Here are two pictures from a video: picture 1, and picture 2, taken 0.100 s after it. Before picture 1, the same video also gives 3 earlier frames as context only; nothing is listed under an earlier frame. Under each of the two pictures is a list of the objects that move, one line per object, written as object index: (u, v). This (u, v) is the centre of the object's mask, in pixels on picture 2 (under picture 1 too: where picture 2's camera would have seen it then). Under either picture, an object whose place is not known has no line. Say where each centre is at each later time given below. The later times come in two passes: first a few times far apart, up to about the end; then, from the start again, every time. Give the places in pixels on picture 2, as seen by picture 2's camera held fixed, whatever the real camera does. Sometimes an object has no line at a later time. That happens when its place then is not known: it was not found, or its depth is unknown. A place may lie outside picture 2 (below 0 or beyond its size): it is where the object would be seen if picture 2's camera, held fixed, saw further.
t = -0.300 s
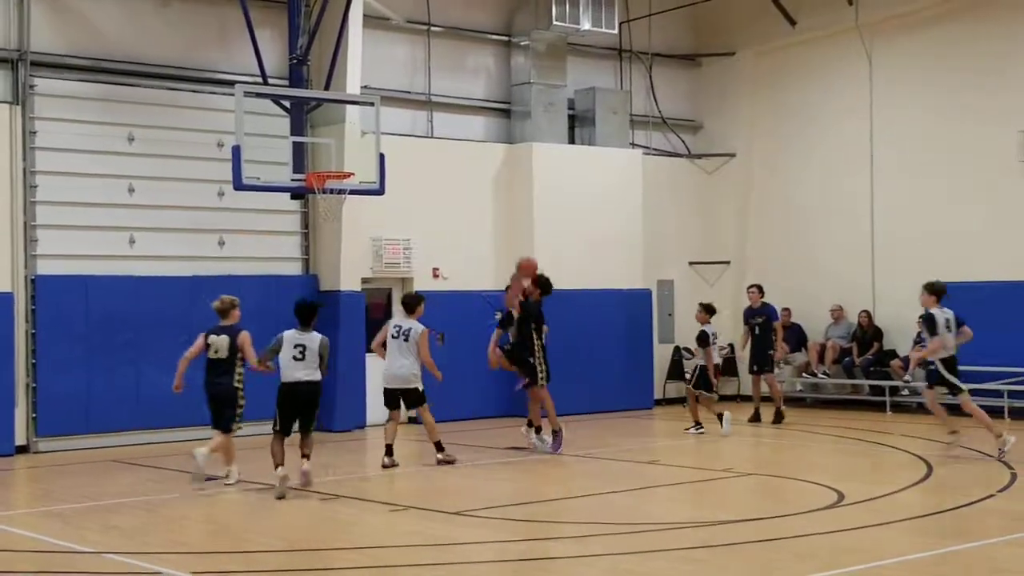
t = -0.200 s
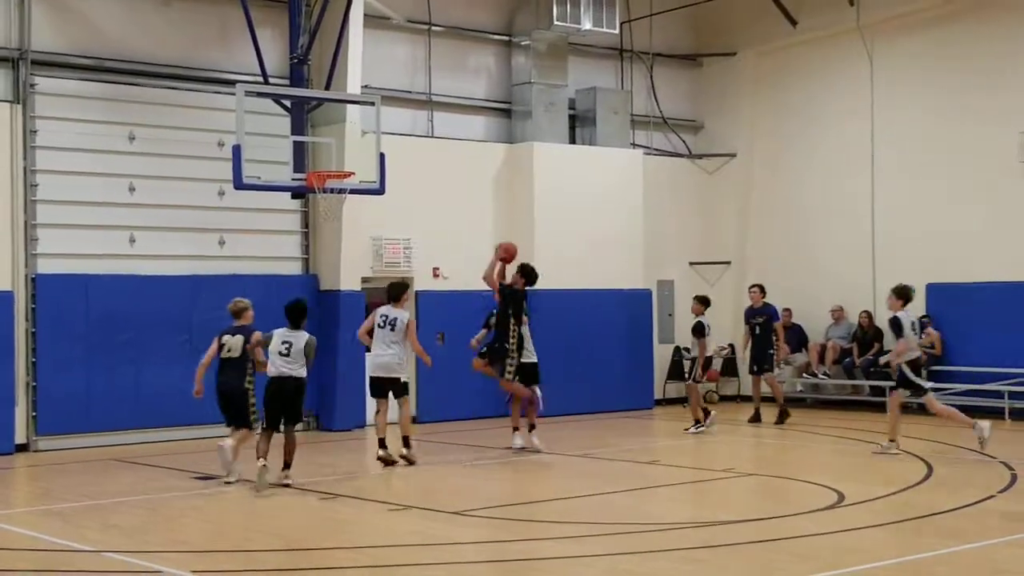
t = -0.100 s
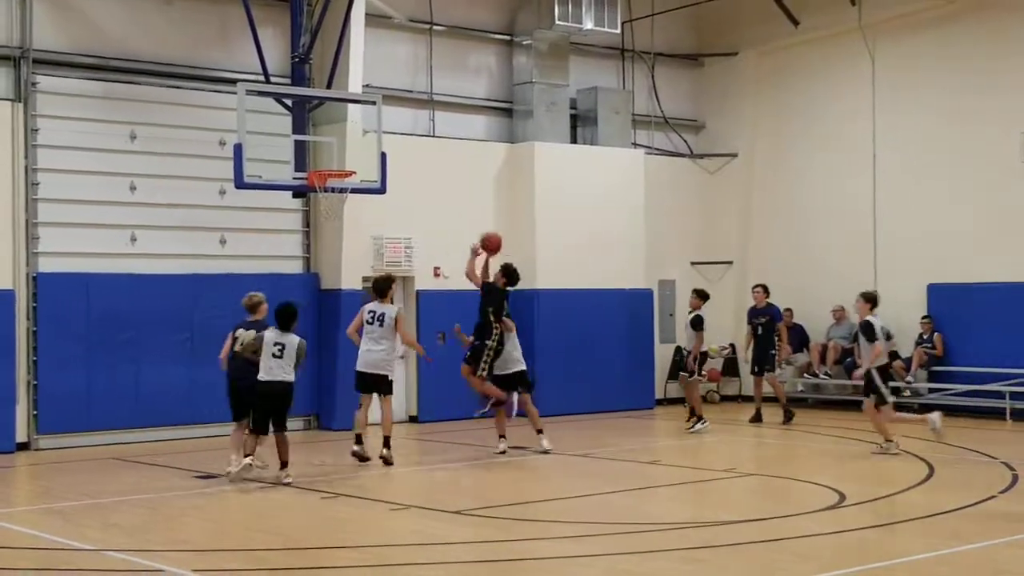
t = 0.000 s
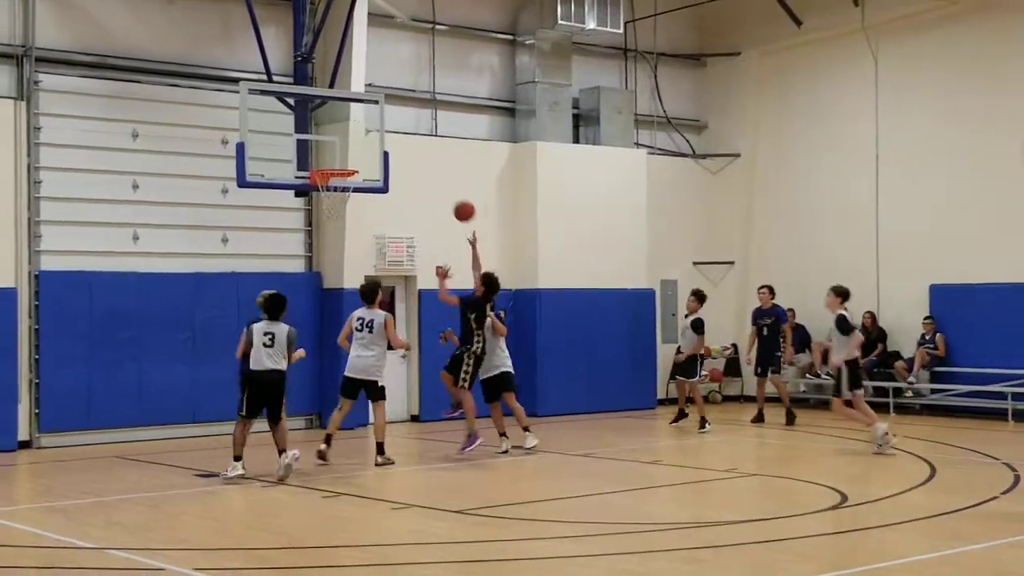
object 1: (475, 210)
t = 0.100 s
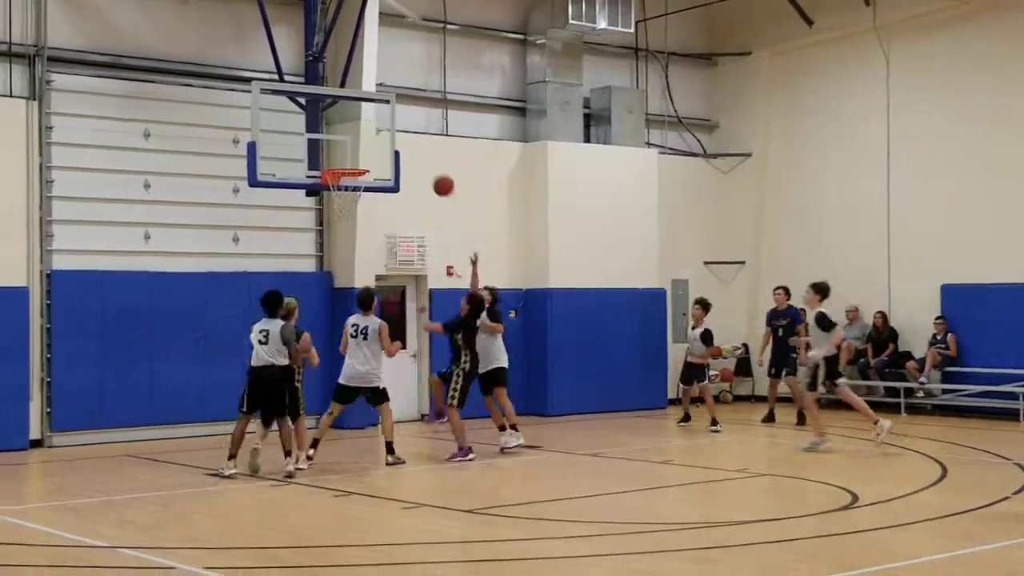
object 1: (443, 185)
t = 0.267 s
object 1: (392, 165)
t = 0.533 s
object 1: (372, 156)
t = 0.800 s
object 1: (411, 170)
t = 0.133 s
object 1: (433, 179)
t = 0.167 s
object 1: (422, 174)
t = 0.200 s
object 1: (412, 170)
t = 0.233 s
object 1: (402, 167)
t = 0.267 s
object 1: (392, 165)
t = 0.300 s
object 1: (382, 164)
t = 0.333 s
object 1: (372, 163)
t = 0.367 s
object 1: (362, 162)
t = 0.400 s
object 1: (357, 162)
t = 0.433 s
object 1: (358, 163)
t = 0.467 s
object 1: (363, 162)
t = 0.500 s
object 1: (367, 159)
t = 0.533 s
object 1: (372, 156)
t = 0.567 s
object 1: (377, 155)
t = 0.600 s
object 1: (382, 154)
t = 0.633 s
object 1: (387, 155)
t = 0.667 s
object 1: (391, 156)
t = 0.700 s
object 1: (396, 158)
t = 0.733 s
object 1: (400, 161)
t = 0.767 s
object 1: (407, 165)
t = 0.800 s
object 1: (411, 170)
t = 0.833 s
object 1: (415, 176)
